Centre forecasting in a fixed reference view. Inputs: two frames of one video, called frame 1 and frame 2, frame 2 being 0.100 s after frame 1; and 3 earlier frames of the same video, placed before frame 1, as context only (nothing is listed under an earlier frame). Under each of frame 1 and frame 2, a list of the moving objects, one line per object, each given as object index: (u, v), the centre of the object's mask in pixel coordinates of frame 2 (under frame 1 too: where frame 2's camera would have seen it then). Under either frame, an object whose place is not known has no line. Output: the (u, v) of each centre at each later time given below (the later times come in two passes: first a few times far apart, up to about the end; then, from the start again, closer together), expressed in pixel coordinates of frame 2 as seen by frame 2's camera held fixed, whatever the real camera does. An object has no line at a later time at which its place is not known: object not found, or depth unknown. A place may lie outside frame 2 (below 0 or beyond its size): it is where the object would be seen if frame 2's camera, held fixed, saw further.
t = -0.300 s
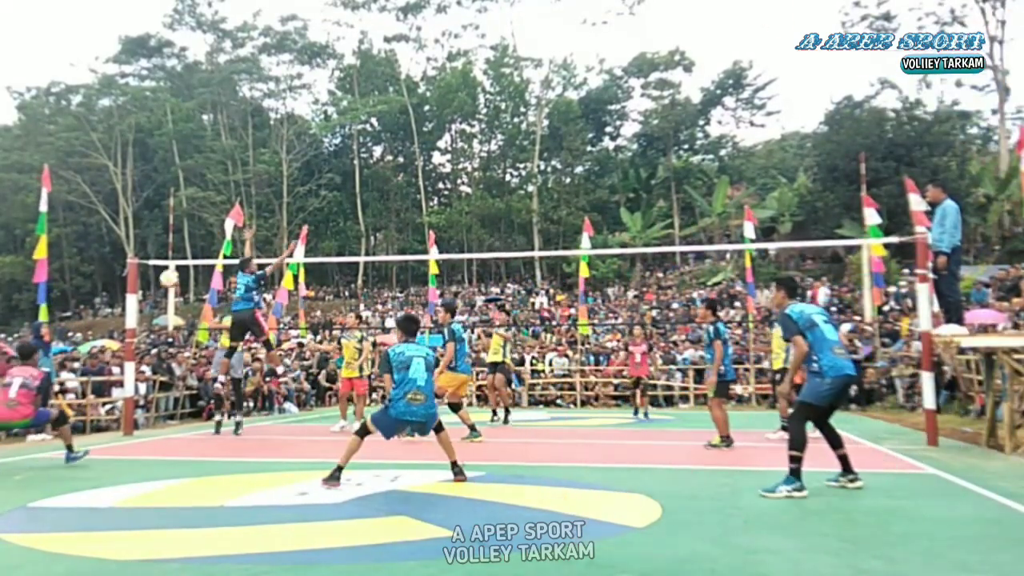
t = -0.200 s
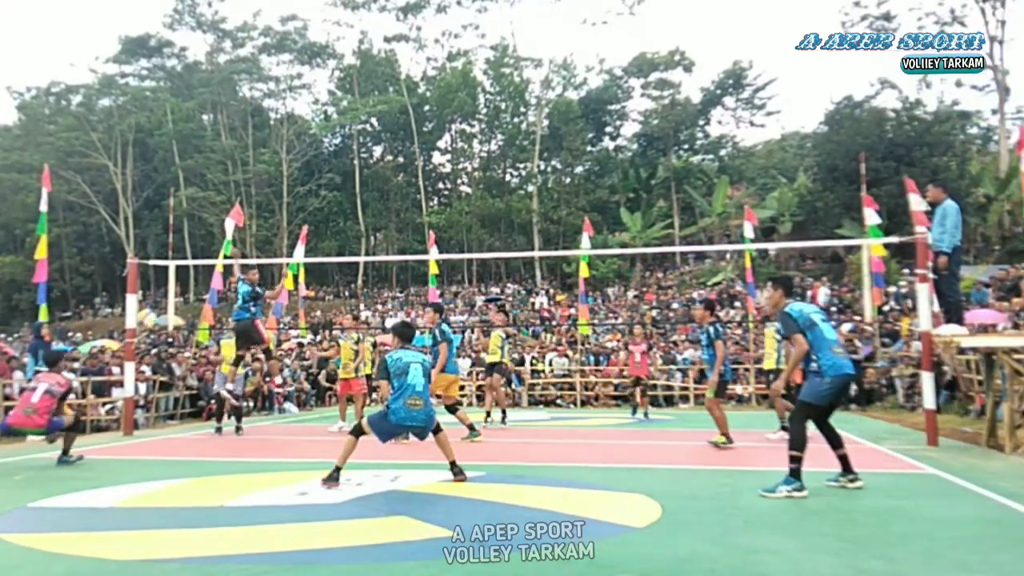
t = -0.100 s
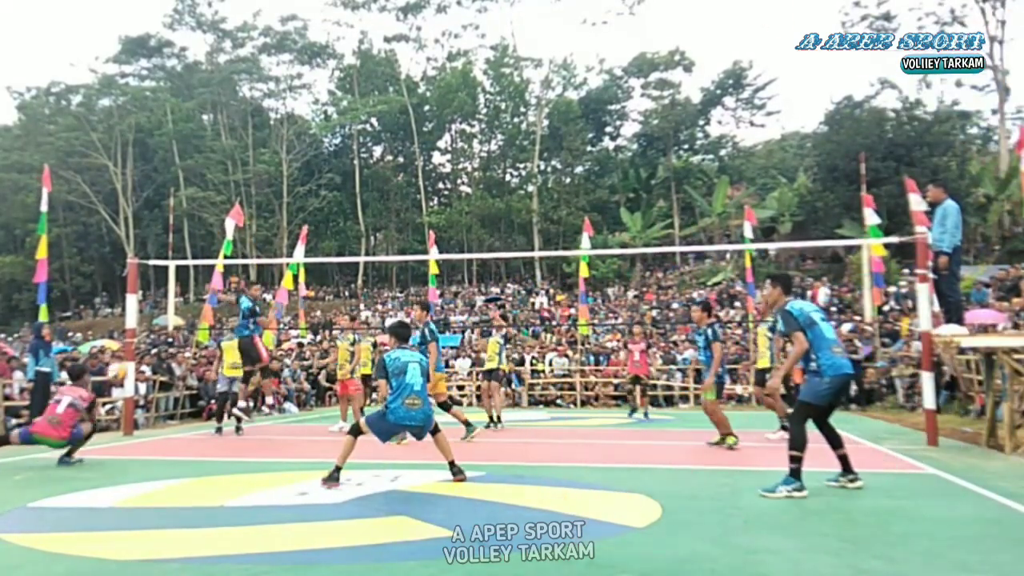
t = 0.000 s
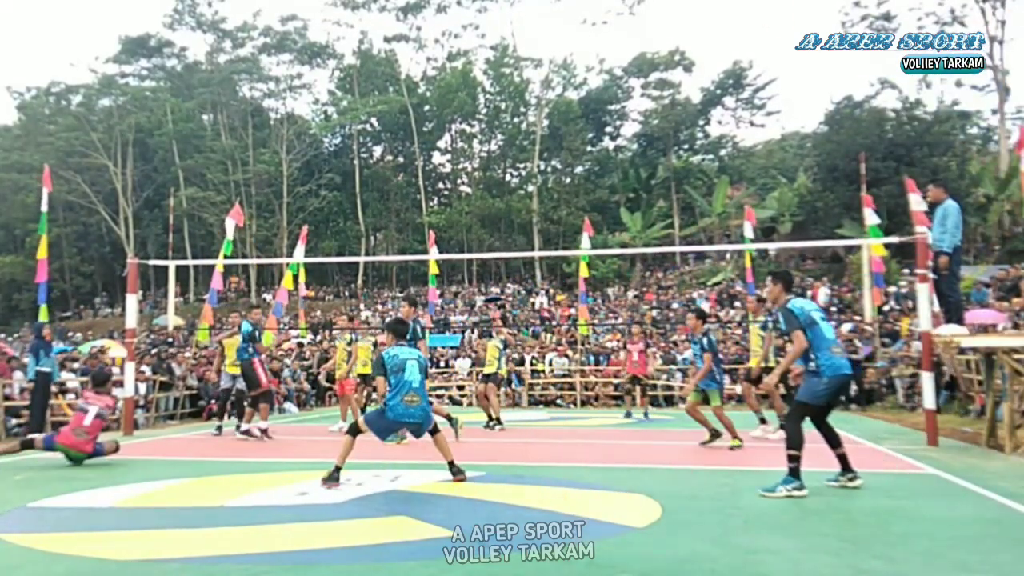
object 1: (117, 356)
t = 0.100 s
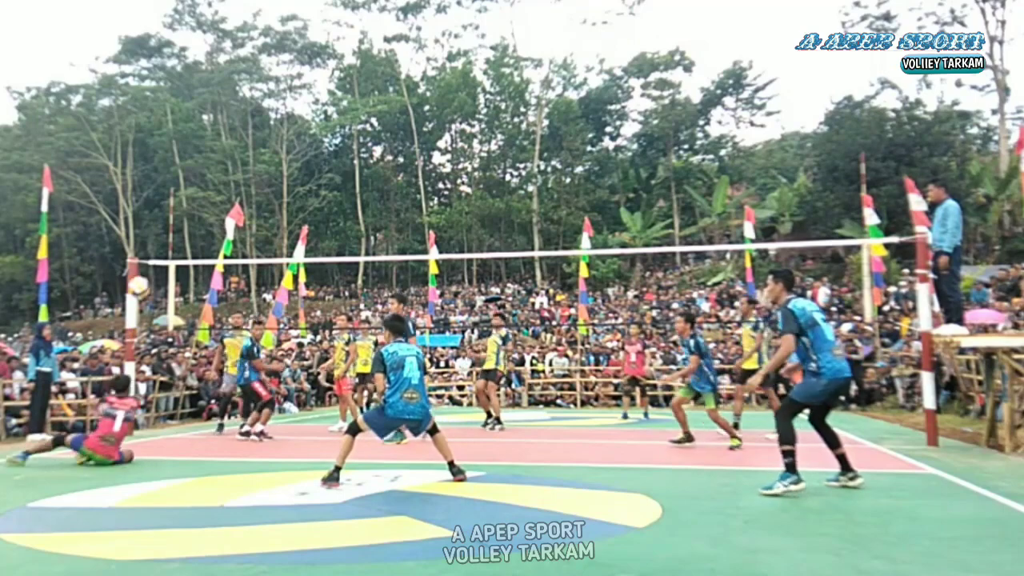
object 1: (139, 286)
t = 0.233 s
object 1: (165, 210)
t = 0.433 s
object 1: (203, 124)
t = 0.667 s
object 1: (245, 73)
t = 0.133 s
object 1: (145, 267)
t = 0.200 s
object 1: (158, 227)
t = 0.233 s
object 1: (165, 210)
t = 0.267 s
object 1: (171, 192)
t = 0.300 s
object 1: (178, 178)
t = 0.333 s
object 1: (185, 163)
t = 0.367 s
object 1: (191, 149)
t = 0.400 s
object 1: (197, 137)
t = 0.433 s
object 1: (203, 124)
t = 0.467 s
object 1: (209, 115)
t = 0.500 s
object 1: (216, 105)
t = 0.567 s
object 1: (228, 90)
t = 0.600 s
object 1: (233, 83)
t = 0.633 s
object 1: (239, 77)
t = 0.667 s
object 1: (245, 73)
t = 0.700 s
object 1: (251, 69)
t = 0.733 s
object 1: (258, 67)
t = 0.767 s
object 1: (264, 65)
